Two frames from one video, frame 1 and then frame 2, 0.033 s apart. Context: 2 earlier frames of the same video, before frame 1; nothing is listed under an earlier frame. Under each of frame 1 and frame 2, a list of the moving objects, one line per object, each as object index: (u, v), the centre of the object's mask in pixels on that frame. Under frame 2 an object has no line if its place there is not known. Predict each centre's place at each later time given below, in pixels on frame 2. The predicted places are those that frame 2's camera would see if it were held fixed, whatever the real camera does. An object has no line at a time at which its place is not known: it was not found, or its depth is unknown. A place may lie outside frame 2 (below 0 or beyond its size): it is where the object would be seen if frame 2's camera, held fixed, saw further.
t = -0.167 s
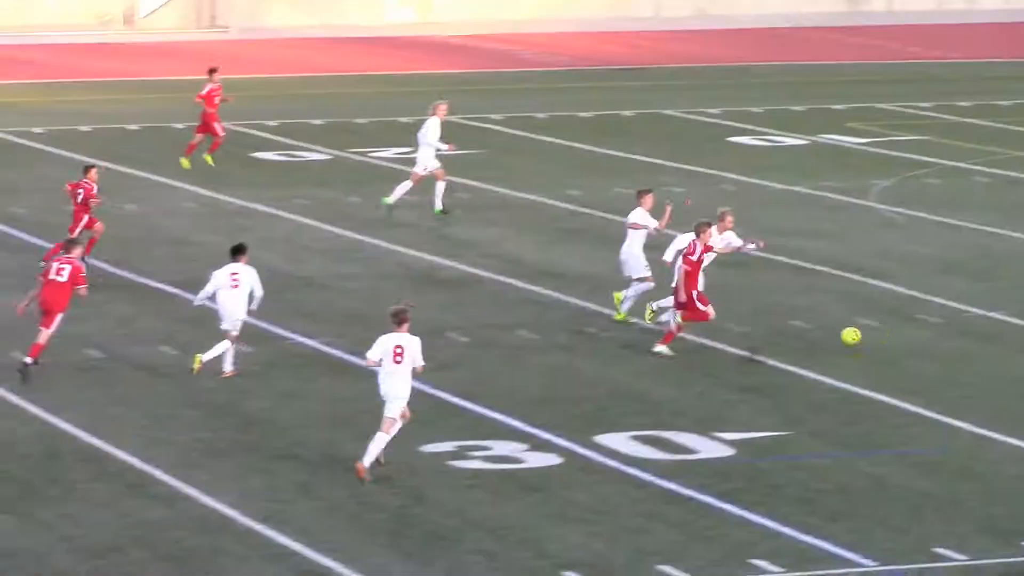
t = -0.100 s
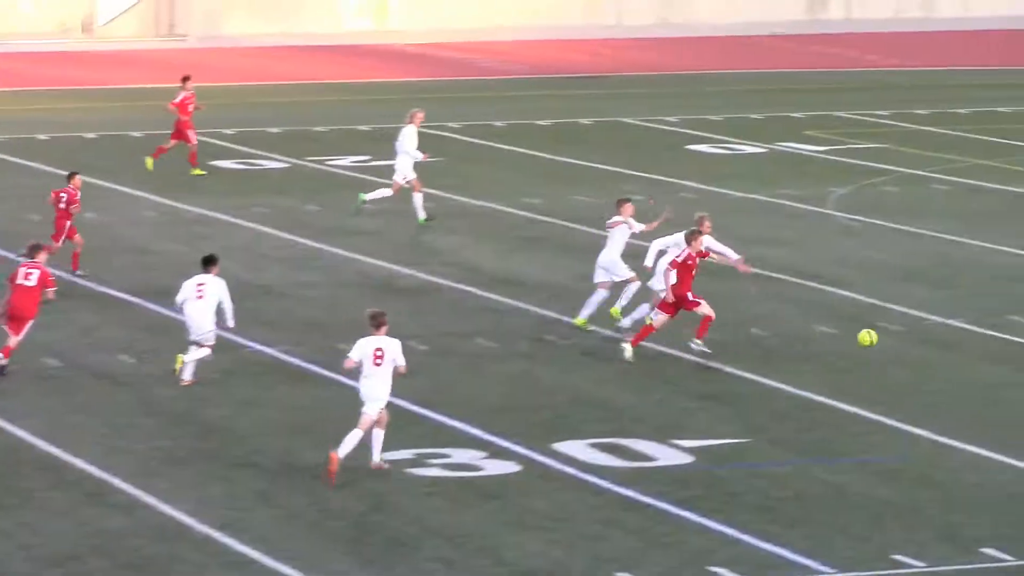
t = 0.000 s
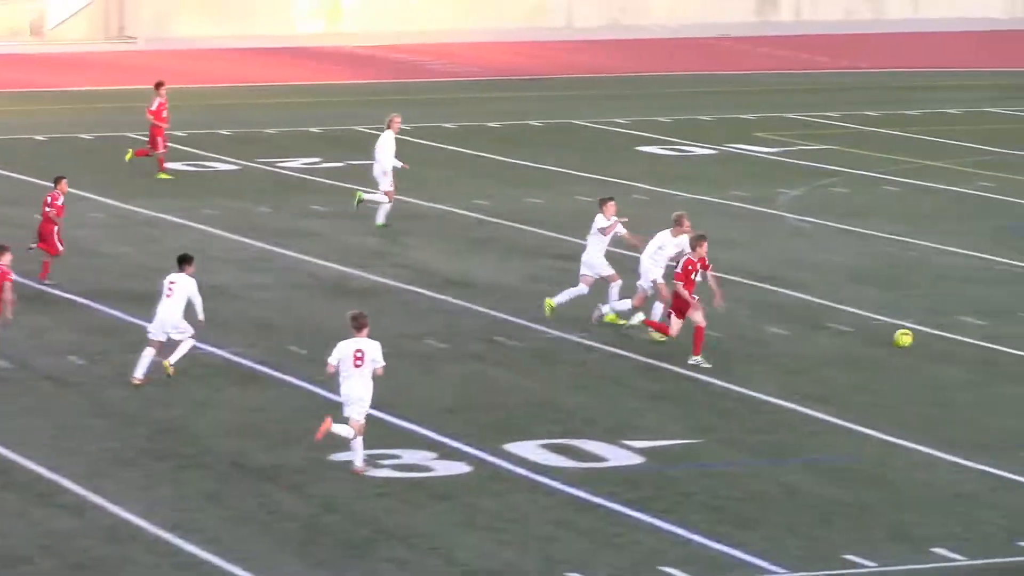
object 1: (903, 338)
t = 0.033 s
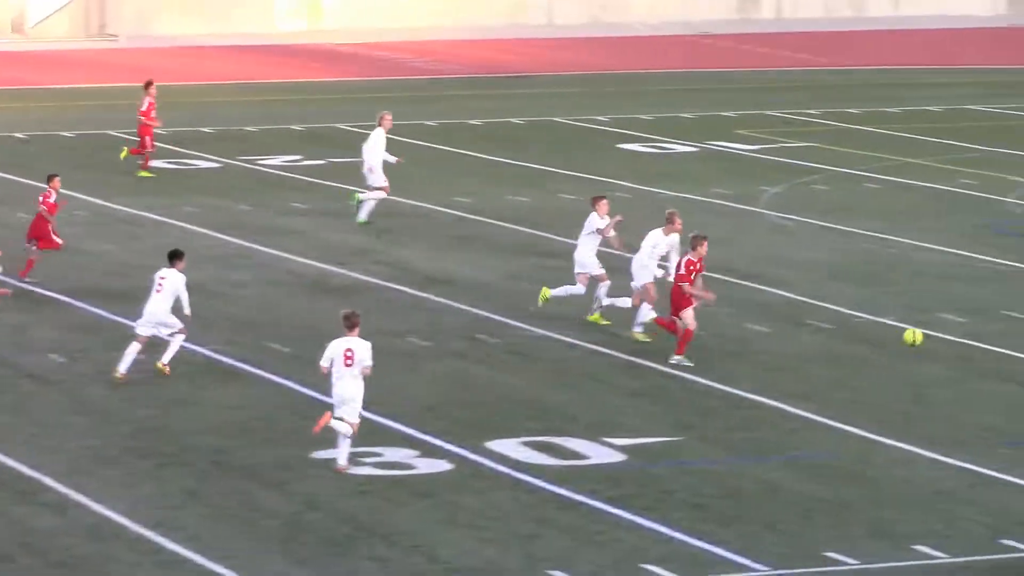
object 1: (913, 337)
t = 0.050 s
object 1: (926, 339)
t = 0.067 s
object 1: (940, 341)
